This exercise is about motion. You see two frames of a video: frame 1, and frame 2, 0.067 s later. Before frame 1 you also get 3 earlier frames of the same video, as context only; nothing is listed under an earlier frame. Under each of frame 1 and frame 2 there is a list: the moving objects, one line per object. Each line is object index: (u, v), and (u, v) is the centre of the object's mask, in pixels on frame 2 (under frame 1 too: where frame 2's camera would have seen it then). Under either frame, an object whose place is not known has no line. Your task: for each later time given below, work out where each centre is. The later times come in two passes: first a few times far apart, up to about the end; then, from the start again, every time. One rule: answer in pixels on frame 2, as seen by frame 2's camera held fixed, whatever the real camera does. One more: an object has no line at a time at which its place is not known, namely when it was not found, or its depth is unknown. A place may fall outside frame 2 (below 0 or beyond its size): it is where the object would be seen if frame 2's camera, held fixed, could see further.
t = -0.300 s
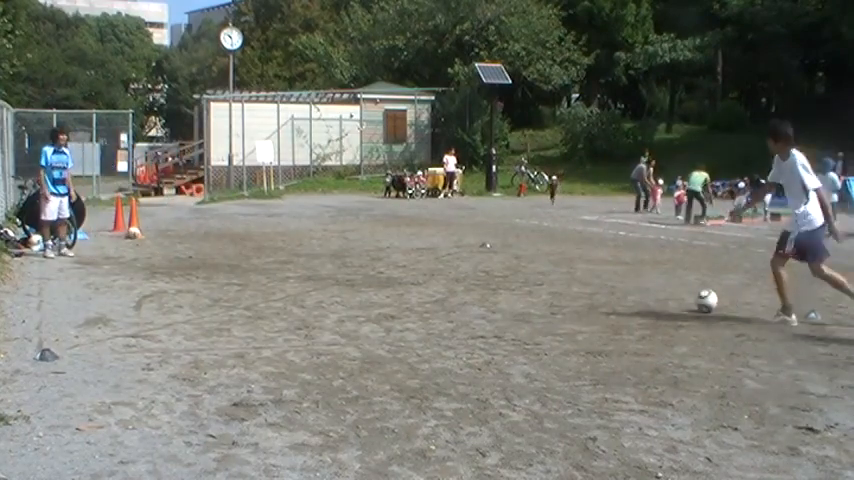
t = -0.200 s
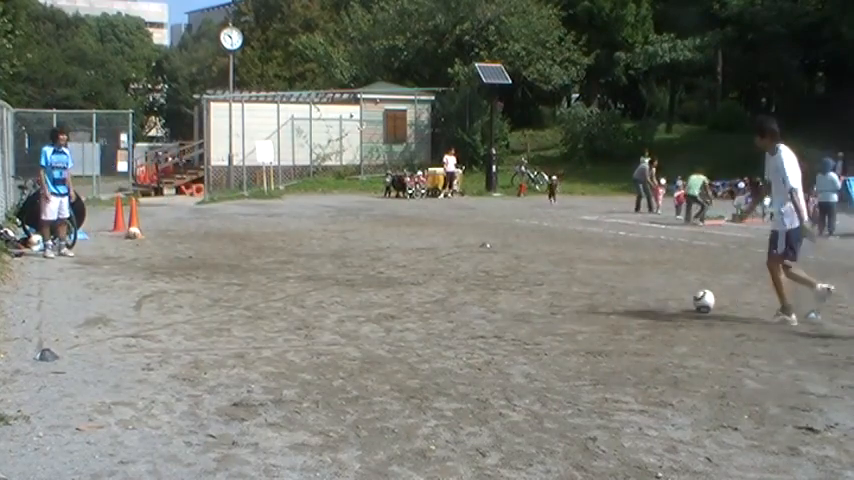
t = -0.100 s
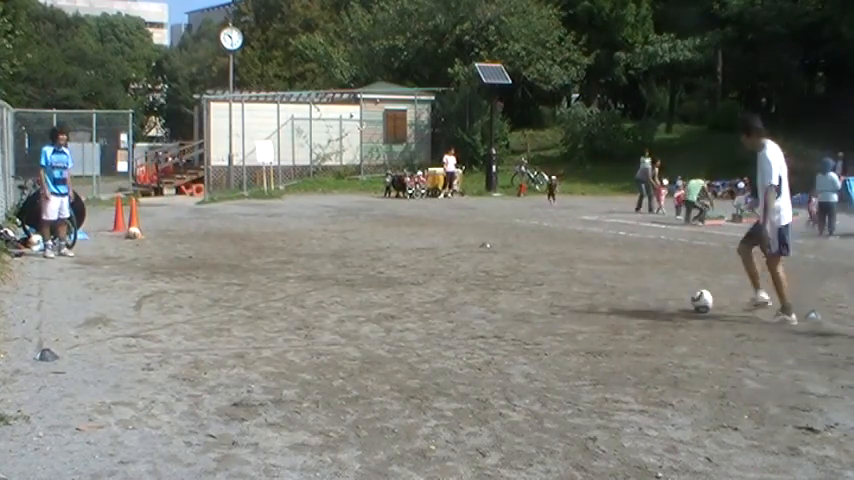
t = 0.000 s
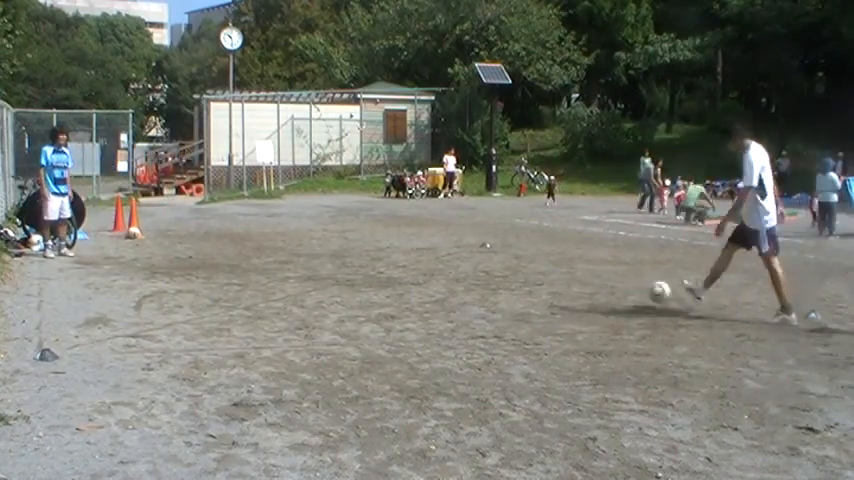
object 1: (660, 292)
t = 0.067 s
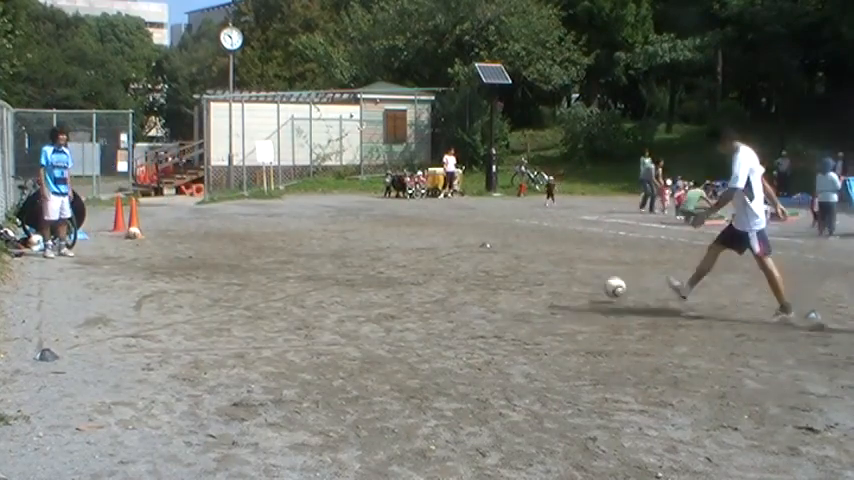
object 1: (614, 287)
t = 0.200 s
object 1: (540, 281)
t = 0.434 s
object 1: (440, 275)
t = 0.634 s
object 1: (371, 268)
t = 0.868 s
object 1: (303, 260)
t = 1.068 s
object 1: (254, 254)
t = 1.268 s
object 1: (211, 250)
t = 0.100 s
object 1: (593, 287)
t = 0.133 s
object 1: (573, 288)
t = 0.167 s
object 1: (555, 285)
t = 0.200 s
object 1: (540, 281)
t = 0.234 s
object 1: (524, 278)
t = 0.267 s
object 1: (508, 277)
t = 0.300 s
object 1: (493, 277)
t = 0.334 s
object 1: (479, 278)
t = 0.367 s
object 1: (466, 277)
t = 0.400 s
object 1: (453, 276)
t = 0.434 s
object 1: (440, 275)
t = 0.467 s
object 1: (427, 273)
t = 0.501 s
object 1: (416, 272)
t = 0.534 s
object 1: (404, 271)
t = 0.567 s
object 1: (393, 269)
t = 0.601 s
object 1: (382, 268)
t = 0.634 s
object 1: (371, 268)
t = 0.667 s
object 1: (361, 266)
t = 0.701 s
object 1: (351, 265)
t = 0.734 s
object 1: (340, 263)
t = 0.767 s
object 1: (331, 262)
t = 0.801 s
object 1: (322, 262)
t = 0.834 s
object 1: (312, 260)
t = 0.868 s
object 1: (303, 260)
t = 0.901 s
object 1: (295, 259)
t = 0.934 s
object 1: (286, 258)
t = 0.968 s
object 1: (278, 256)
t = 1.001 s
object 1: (270, 256)
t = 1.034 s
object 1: (262, 255)
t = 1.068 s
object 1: (254, 254)
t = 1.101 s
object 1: (247, 253)
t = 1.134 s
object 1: (240, 253)
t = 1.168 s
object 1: (231, 252)
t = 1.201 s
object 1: (225, 251)
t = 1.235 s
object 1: (218, 251)
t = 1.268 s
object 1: (211, 250)
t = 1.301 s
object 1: (204, 249)
